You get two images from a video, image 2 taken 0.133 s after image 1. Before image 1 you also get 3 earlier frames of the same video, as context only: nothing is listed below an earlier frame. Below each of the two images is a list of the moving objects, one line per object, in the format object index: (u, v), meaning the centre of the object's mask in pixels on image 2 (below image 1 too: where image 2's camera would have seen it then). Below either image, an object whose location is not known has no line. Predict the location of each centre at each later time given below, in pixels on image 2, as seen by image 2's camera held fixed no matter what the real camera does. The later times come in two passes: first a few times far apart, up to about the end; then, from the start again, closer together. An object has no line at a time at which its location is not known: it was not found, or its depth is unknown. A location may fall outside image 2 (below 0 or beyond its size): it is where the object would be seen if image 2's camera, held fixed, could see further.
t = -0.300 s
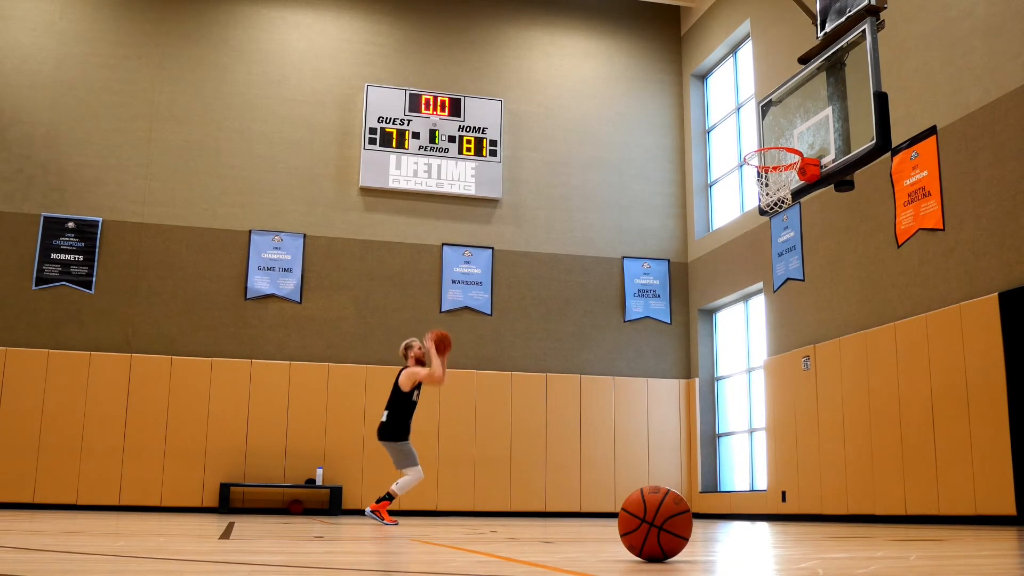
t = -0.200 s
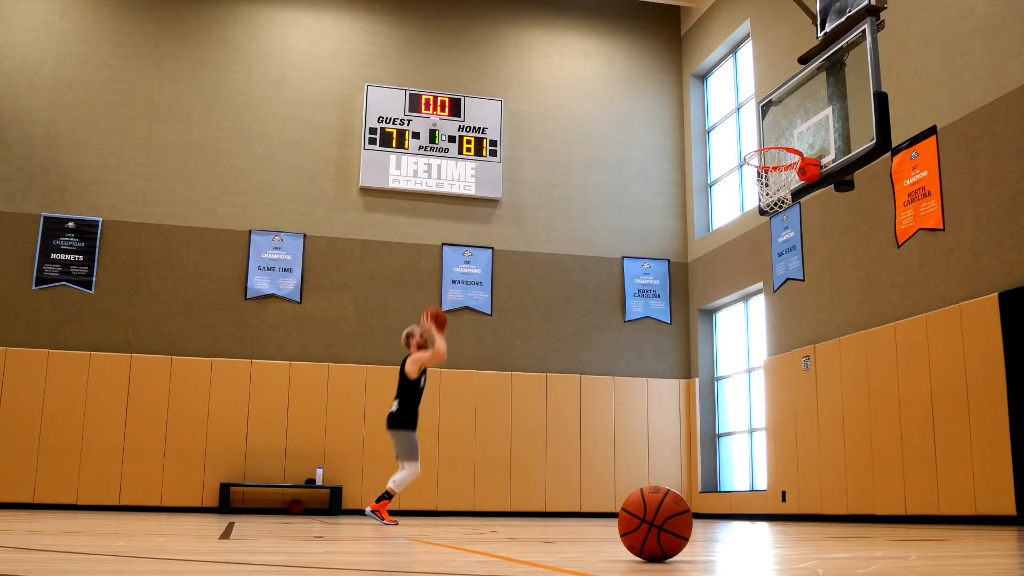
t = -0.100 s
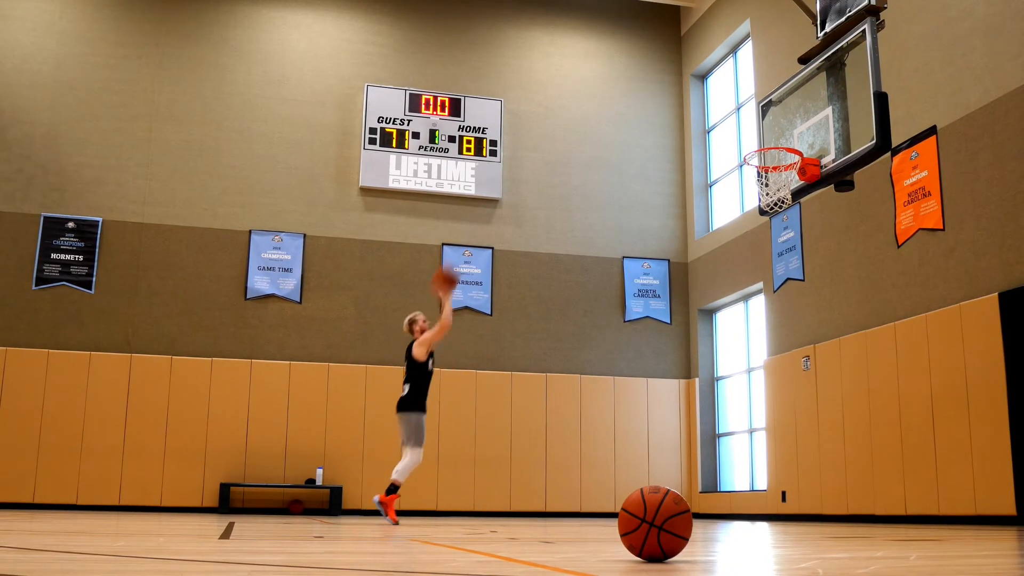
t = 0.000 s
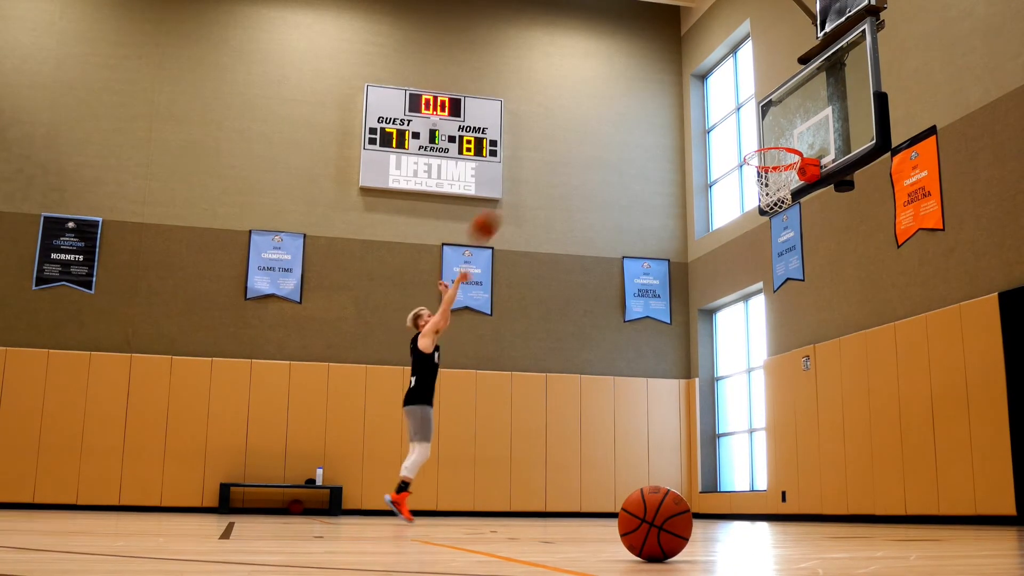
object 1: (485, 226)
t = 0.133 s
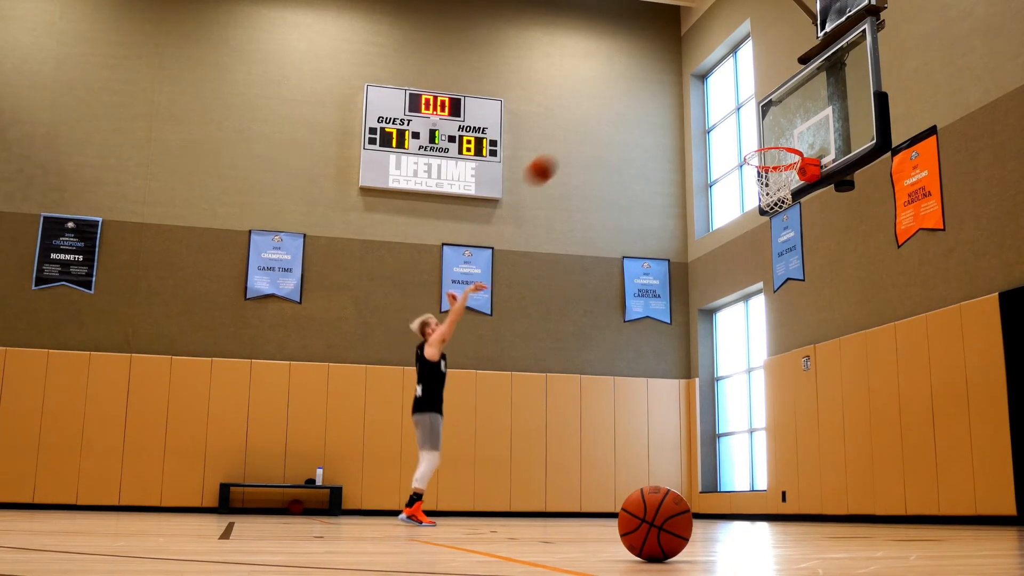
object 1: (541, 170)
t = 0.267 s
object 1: (597, 131)
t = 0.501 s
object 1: (695, 104)
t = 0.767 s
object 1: (781, 136)
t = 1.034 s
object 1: (788, 205)
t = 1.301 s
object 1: (825, 326)
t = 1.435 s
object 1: (846, 425)
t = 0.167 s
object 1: (555, 159)
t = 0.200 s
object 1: (569, 148)
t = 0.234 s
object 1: (583, 139)
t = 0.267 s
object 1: (597, 131)
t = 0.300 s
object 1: (611, 124)
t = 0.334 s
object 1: (625, 118)
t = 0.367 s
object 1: (639, 113)
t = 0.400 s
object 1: (653, 109)
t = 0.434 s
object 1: (667, 106)
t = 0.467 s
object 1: (681, 105)
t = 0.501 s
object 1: (695, 104)
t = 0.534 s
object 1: (709, 105)
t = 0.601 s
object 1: (741, 110)
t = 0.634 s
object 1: (759, 114)
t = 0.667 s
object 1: (772, 119)
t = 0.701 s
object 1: (785, 126)
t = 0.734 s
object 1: (788, 132)
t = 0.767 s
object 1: (781, 136)
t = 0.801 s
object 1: (773, 140)
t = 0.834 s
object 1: (767, 155)
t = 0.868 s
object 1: (761, 162)
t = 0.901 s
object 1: (768, 168)
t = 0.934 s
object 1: (773, 178)
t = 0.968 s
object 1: (778, 189)
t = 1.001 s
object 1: (784, 198)
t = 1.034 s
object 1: (788, 205)
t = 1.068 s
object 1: (792, 216)
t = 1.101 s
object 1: (797, 227)
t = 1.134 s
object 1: (802, 241)
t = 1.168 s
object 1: (807, 256)
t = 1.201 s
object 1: (812, 272)
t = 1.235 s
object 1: (816, 290)
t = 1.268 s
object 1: (821, 307)
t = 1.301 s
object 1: (825, 326)
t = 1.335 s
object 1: (832, 352)
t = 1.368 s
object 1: (836, 371)
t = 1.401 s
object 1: (841, 398)
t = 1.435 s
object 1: (846, 425)
